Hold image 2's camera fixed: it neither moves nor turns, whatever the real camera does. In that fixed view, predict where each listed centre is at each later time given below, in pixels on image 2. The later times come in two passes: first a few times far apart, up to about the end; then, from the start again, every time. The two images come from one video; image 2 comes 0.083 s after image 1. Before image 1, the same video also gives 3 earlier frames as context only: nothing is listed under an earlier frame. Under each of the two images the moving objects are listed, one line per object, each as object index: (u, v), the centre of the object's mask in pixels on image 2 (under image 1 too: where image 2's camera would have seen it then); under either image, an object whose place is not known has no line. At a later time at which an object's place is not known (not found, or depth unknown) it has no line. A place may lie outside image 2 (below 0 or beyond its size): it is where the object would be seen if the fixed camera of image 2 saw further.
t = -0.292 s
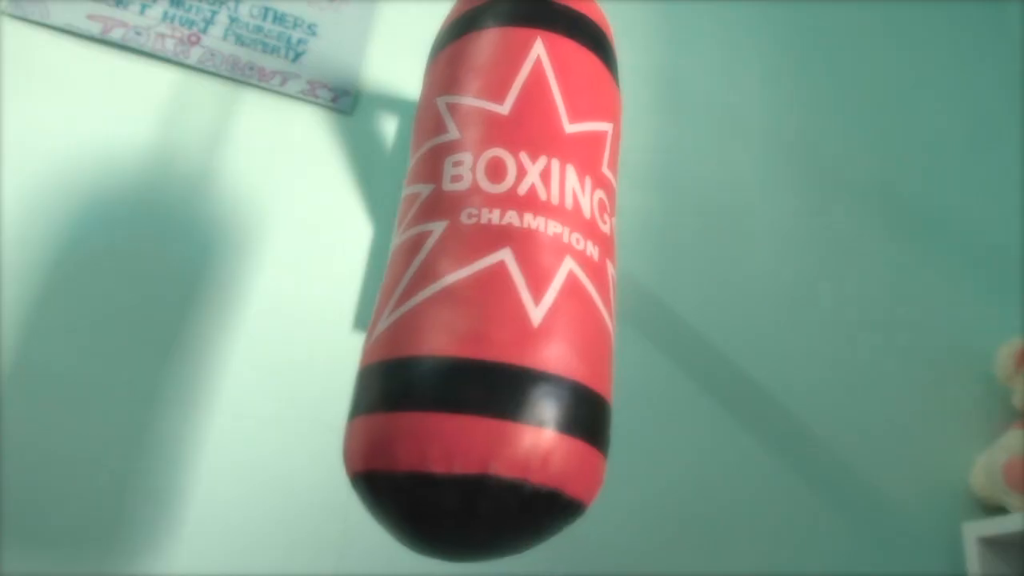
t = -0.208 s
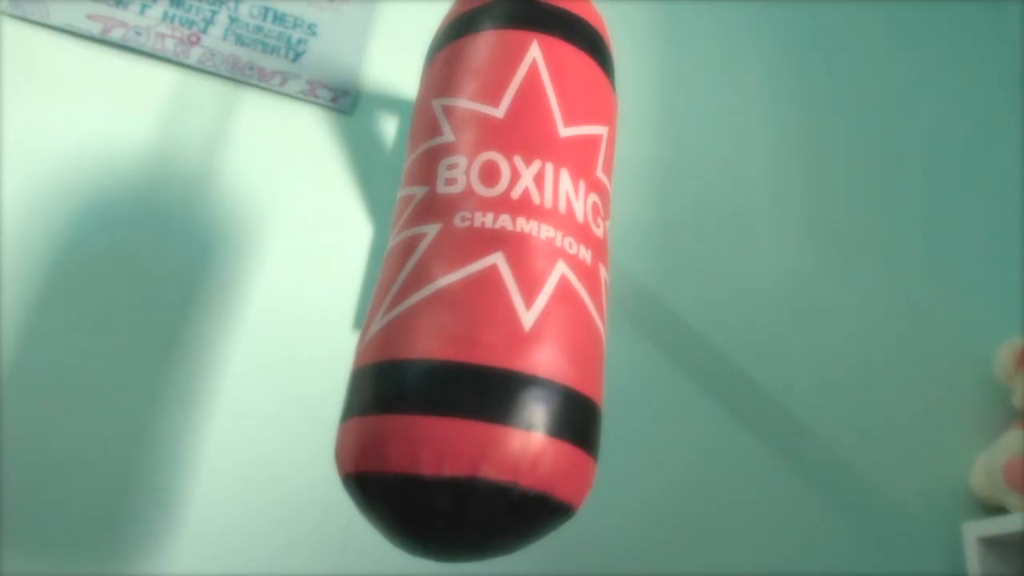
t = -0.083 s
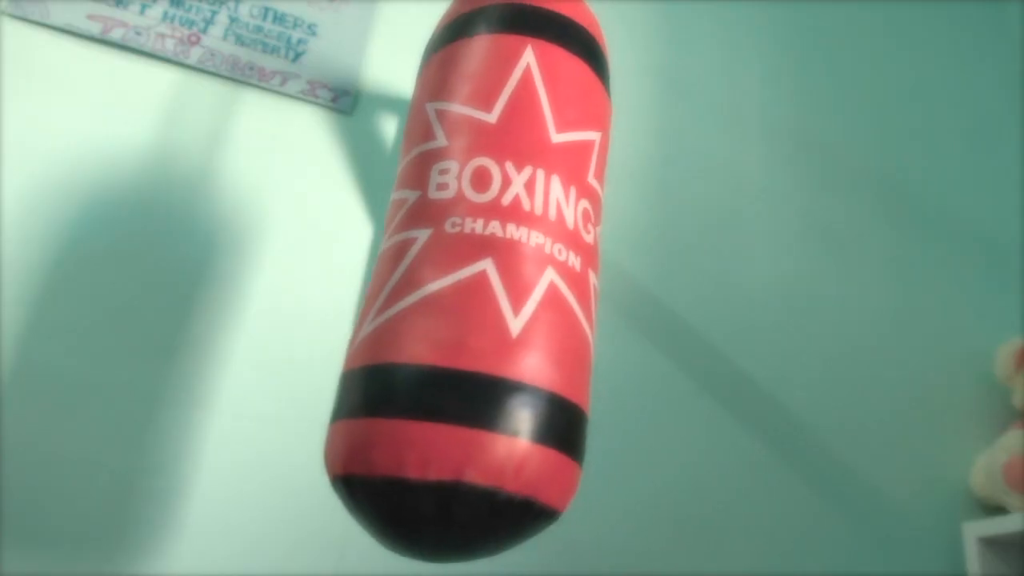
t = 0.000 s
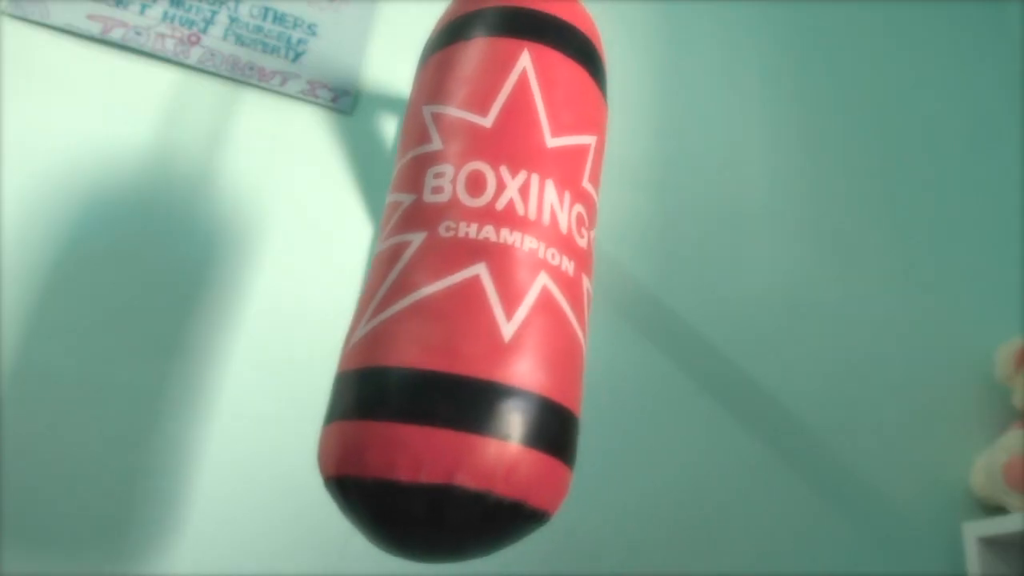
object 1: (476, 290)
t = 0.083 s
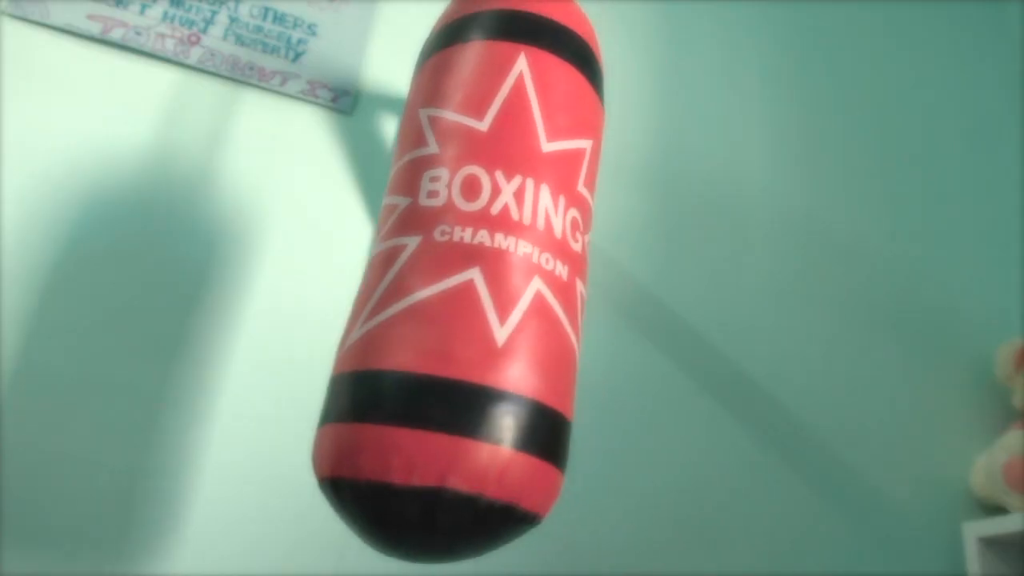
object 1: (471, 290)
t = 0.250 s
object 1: (464, 291)
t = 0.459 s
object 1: (459, 291)
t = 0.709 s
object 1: (461, 293)
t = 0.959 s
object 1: (468, 294)
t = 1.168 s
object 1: (479, 295)
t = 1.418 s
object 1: (495, 296)
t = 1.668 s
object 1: (510, 295)
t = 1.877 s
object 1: (521, 294)
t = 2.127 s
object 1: (529, 292)
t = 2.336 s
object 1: (528, 290)
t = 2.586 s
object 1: (520, 289)
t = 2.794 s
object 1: (508, 288)
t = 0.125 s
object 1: (470, 291)
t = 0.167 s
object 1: (468, 291)
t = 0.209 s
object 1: (466, 291)
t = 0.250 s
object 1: (464, 291)
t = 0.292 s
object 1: (463, 291)
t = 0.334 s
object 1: (462, 291)
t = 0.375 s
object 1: (461, 291)
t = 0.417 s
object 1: (460, 291)
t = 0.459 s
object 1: (459, 291)
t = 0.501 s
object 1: (459, 292)
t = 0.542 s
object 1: (459, 292)
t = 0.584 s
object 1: (459, 292)
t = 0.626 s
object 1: (460, 293)
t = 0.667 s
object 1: (460, 292)
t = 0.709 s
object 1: (461, 293)
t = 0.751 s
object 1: (461, 293)
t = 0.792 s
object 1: (463, 293)
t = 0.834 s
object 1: (463, 293)
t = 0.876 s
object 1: (465, 294)
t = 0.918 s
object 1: (466, 294)
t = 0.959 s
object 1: (468, 294)
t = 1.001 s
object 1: (470, 295)
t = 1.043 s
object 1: (473, 295)
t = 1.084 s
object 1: (473, 295)
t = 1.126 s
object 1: (476, 295)
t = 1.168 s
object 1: (479, 295)
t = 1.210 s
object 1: (481, 295)
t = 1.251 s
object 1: (483, 295)
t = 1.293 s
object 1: (486, 295)
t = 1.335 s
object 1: (488, 295)
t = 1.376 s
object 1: (491, 295)
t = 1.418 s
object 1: (495, 296)
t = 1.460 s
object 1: (497, 296)
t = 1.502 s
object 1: (499, 295)
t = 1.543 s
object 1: (502, 295)
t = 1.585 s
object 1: (505, 295)
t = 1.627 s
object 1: (507, 295)
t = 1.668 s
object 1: (510, 295)
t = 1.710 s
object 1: (512, 294)
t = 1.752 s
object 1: (515, 294)
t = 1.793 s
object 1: (517, 294)
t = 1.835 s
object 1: (519, 294)
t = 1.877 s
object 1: (521, 294)
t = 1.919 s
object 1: (523, 293)
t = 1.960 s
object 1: (524, 293)
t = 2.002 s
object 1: (525, 293)
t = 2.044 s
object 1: (527, 292)
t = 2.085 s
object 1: (528, 292)
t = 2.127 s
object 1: (529, 292)
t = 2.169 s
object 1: (529, 291)
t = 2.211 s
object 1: (529, 291)
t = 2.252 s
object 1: (529, 290)
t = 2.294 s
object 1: (530, 291)
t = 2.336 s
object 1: (528, 290)
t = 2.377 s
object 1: (528, 290)
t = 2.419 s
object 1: (527, 289)
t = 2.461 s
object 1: (526, 290)
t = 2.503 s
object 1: (524, 289)
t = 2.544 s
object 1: (523, 289)
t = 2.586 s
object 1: (520, 289)
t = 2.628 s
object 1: (518, 289)
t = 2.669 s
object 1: (516, 289)
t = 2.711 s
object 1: (514, 289)
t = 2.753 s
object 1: (511, 289)
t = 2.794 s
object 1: (508, 288)
